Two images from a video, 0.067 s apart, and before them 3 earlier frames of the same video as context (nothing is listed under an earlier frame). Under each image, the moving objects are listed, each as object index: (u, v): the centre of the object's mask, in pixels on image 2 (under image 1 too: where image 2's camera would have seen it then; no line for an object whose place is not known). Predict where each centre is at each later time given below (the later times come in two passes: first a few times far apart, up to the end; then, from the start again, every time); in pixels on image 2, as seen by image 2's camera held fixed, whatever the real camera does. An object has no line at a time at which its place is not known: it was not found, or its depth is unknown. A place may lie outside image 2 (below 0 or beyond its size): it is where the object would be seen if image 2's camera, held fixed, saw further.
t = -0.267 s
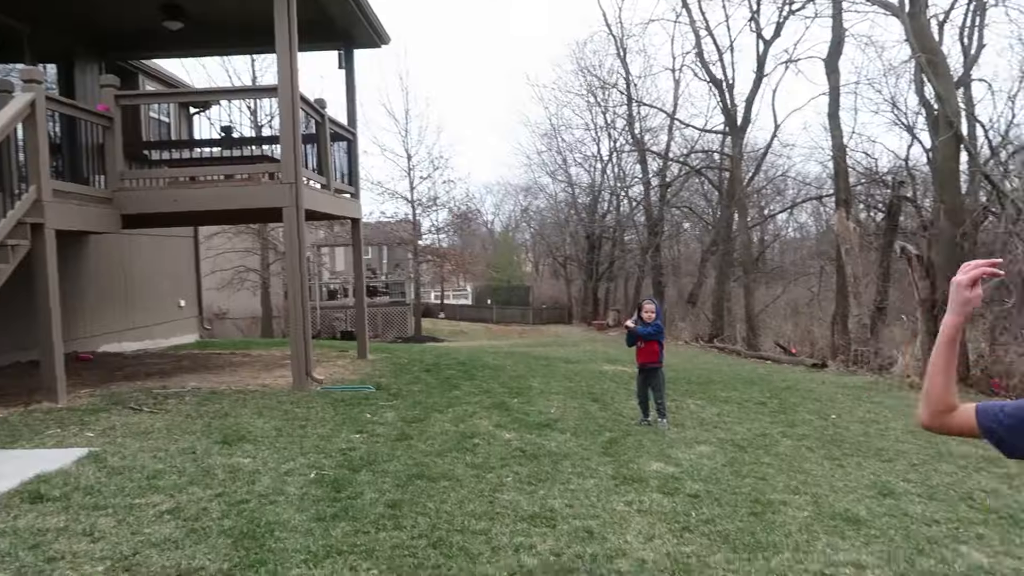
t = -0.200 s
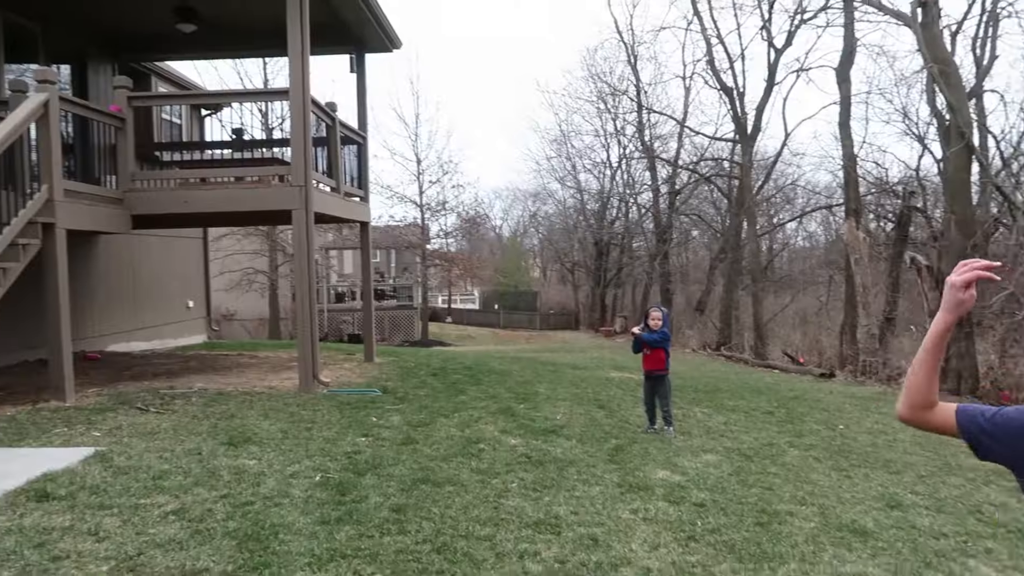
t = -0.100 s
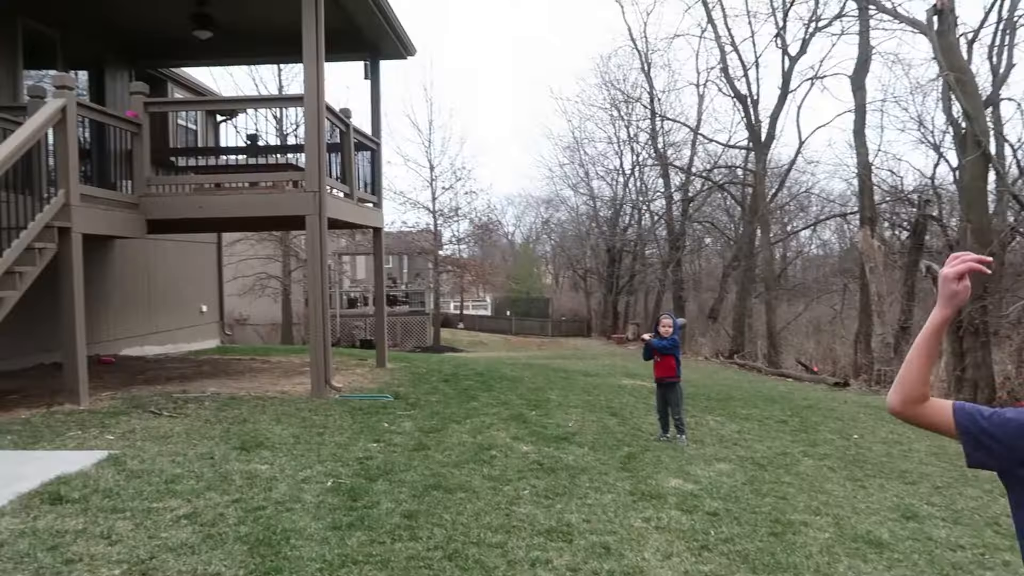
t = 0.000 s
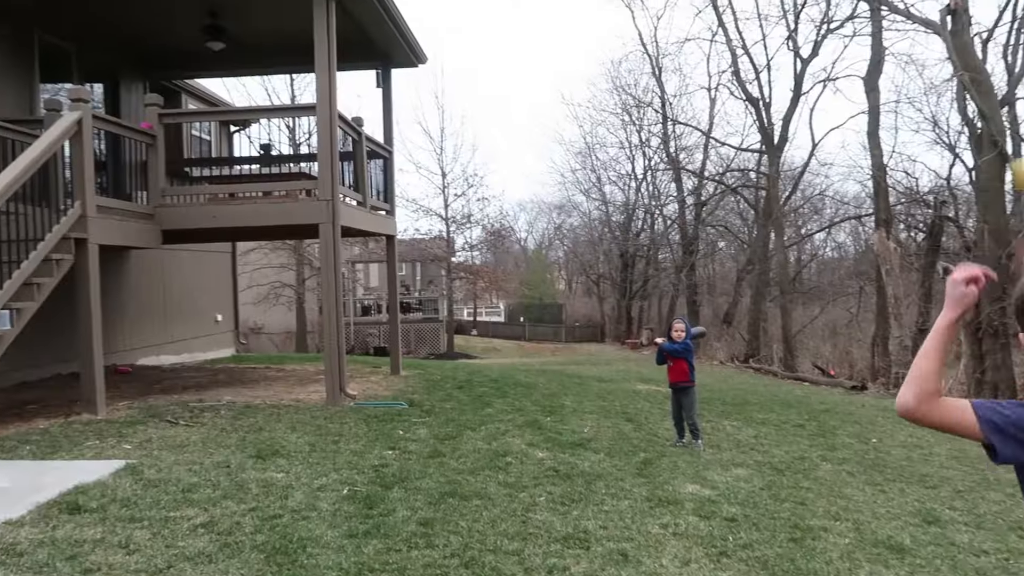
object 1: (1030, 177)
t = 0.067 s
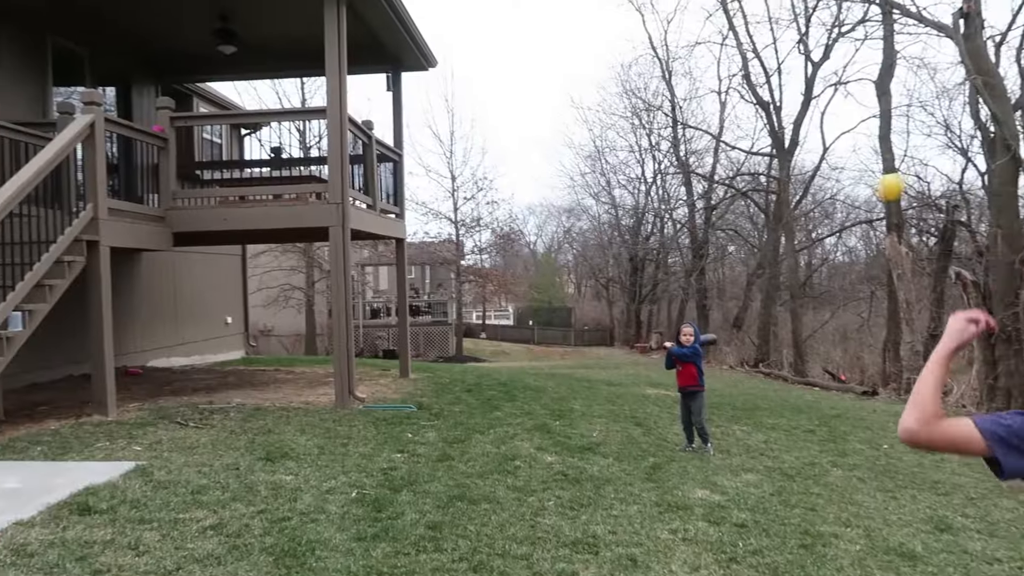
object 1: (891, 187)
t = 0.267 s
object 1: (710, 238)
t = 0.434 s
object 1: (649, 288)
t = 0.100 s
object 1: (841, 194)
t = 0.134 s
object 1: (804, 202)
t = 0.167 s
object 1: (774, 211)
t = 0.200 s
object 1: (753, 218)
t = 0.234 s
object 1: (728, 228)
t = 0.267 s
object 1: (710, 238)
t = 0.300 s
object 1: (696, 247)
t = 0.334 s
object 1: (682, 257)
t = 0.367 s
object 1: (669, 267)
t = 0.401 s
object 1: (658, 277)
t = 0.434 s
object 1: (649, 288)
